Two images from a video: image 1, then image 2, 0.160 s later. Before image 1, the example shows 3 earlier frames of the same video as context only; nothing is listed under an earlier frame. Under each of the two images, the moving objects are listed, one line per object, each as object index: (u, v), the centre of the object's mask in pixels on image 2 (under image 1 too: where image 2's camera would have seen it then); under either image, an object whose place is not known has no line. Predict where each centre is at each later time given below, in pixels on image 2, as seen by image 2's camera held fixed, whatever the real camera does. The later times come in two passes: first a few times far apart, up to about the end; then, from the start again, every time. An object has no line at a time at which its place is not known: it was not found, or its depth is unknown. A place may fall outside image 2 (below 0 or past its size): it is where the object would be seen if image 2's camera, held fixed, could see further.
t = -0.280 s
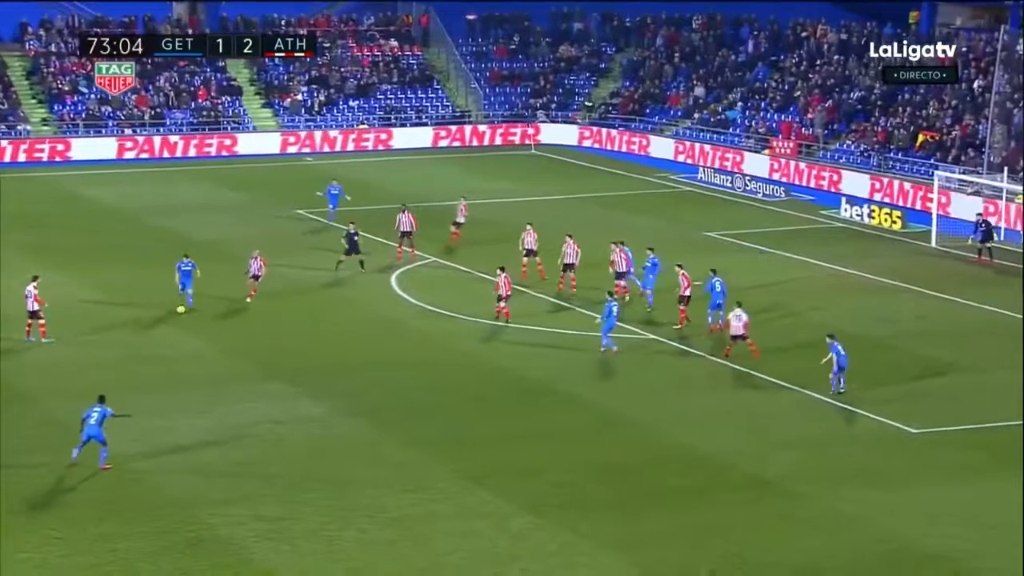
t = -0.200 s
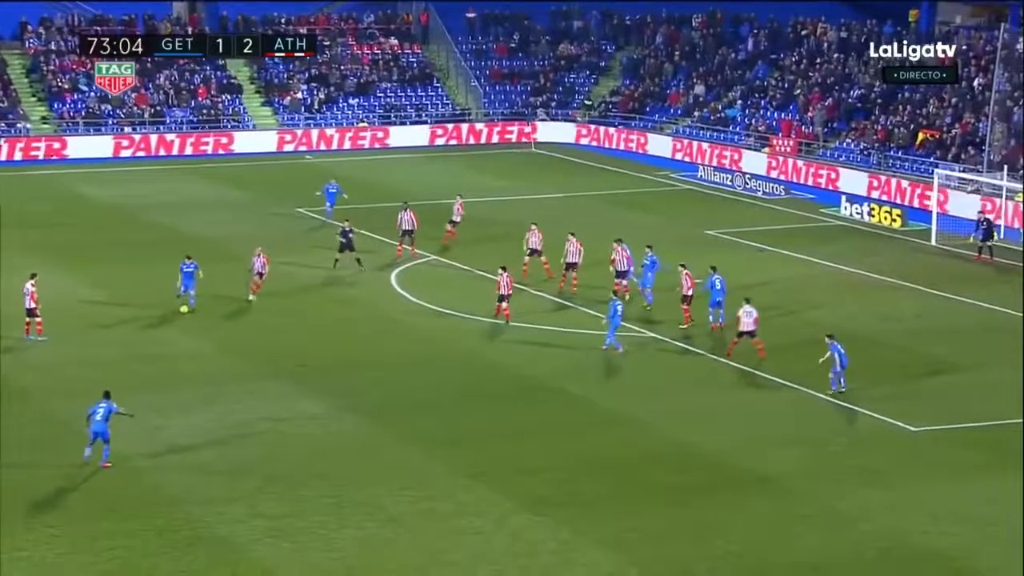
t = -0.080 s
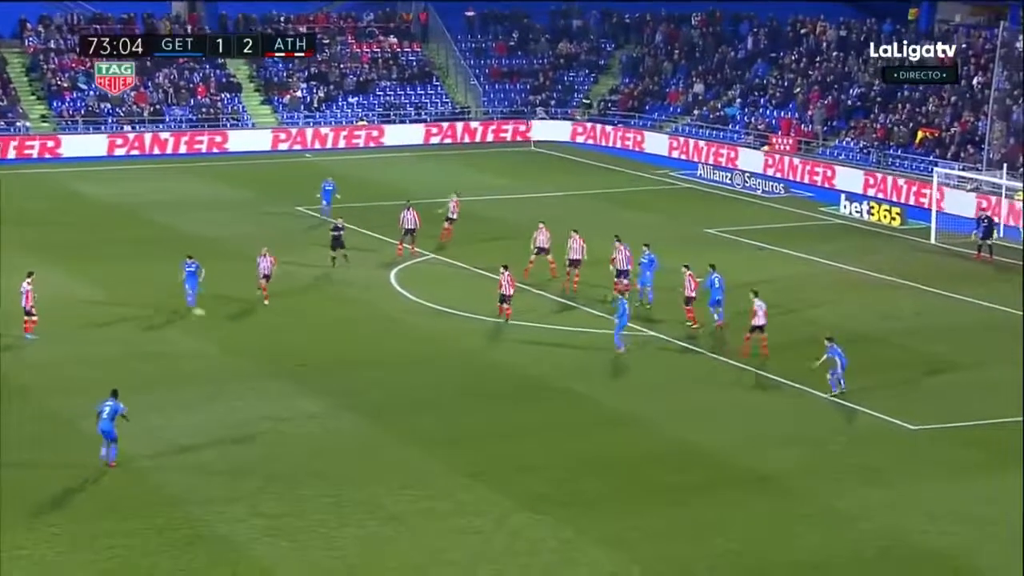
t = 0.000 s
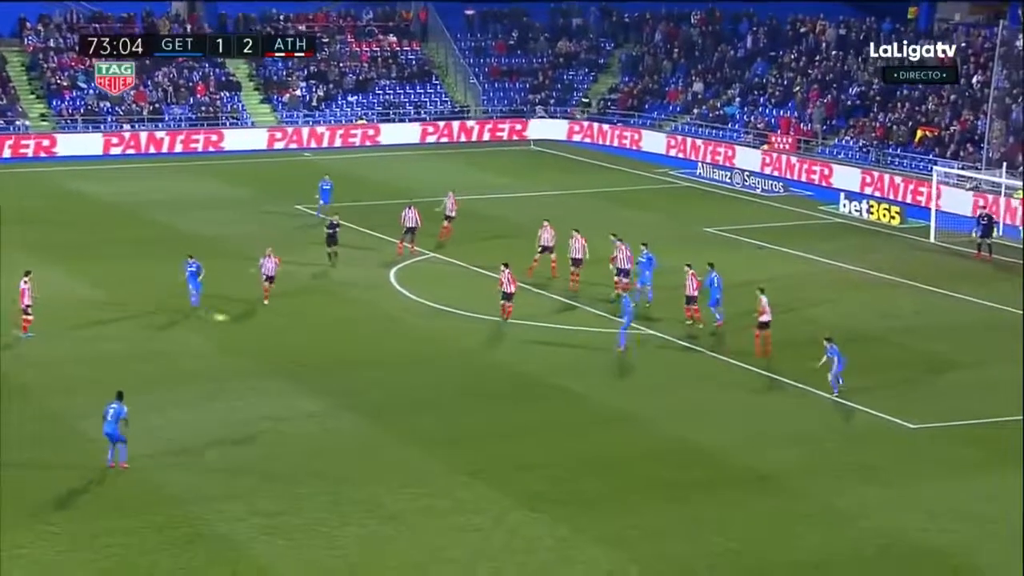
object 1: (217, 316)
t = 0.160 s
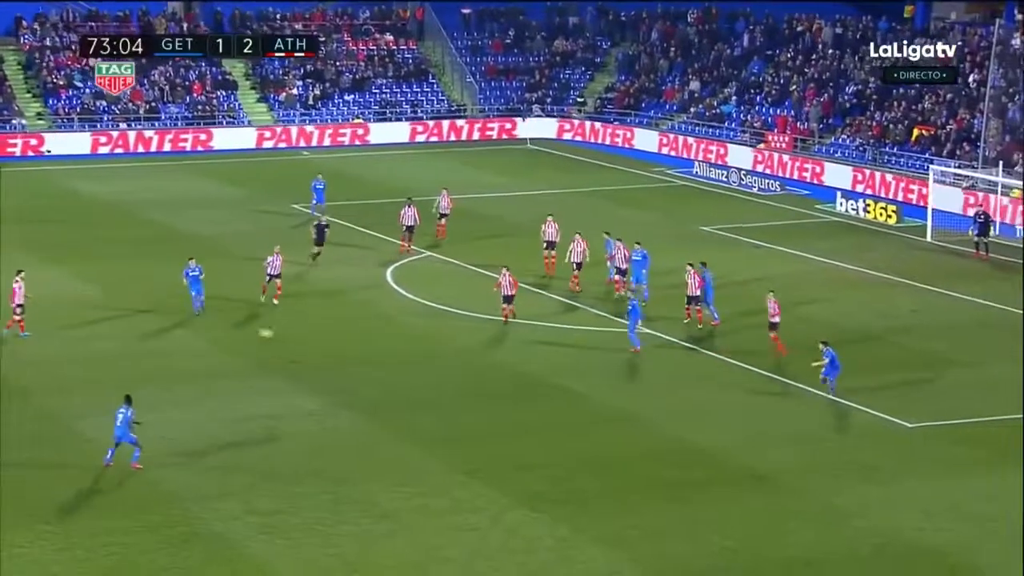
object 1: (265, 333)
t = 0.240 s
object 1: (290, 340)
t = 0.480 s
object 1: (363, 361)
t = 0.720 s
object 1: (438, 382)
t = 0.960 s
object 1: (509, 403)
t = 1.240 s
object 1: (588, 423)
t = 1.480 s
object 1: (650, 441)
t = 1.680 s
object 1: (695, 453)
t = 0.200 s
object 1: (277, 336)
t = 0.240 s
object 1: (290, 340)
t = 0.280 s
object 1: (302, 343)
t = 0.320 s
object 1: (314, 349)
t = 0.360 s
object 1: (326, 353)
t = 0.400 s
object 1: (339, 356)
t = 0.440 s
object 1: (350, 357)
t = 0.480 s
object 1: (363, 361)
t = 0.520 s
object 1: (376, 365)
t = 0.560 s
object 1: (389, 369)
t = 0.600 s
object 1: (401, 374)
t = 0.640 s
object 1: (414, 377)
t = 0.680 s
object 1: (425, 380)
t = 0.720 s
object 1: (438, 382)
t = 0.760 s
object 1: (449, 384)
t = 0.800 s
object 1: (461, 389)
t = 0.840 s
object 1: (474, 394)
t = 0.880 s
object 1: (487, 399)
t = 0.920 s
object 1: (498, 402)
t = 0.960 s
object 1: (509, 403)
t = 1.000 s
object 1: (521, 405)
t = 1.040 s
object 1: (533, 408)
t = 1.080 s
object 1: (544, 411)
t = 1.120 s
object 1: (555, 416)
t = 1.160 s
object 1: (567, 420)
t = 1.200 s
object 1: (578, 422)
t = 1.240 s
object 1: (588, 423)
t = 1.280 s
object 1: (599, 427)
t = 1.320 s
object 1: (610, 430)
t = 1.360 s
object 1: (621, 435)
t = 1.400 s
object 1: (631, 437)
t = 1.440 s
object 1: (640, 438)
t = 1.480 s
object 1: (650, 441)
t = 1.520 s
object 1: (659, 443)
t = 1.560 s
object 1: (668, 447)
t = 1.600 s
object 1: (677, 449)
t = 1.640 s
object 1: (686, 451)
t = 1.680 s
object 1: (695, 453)
